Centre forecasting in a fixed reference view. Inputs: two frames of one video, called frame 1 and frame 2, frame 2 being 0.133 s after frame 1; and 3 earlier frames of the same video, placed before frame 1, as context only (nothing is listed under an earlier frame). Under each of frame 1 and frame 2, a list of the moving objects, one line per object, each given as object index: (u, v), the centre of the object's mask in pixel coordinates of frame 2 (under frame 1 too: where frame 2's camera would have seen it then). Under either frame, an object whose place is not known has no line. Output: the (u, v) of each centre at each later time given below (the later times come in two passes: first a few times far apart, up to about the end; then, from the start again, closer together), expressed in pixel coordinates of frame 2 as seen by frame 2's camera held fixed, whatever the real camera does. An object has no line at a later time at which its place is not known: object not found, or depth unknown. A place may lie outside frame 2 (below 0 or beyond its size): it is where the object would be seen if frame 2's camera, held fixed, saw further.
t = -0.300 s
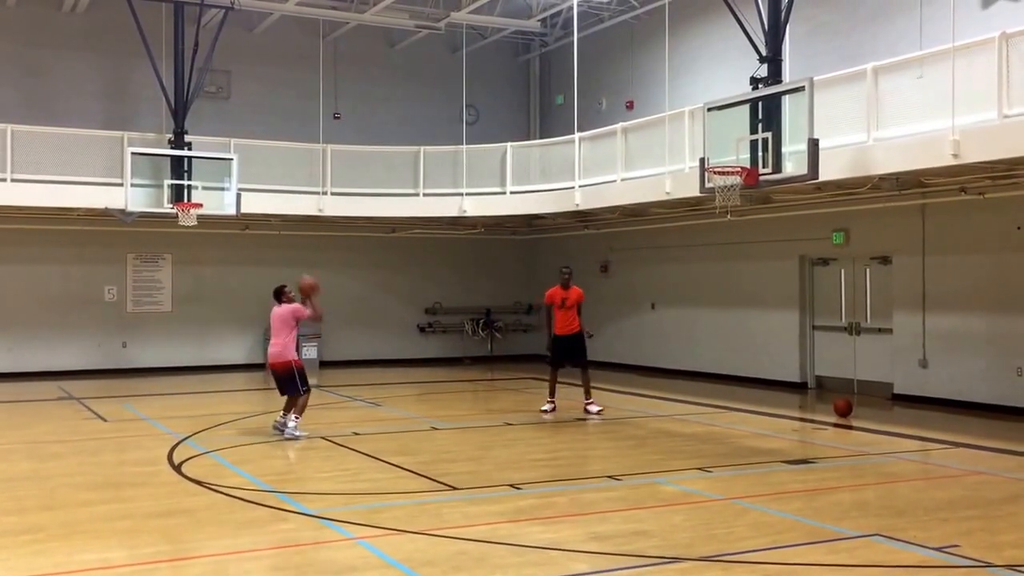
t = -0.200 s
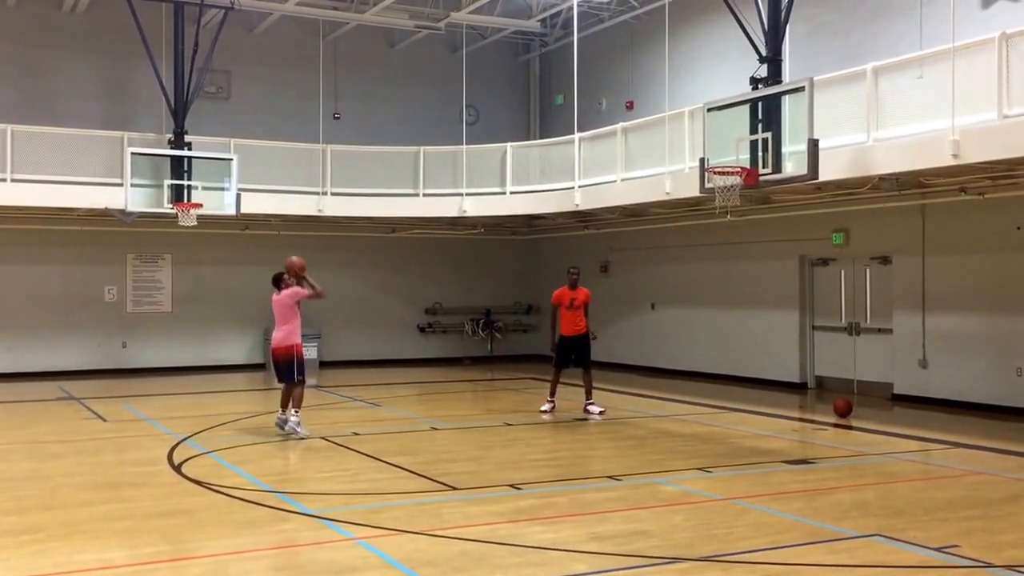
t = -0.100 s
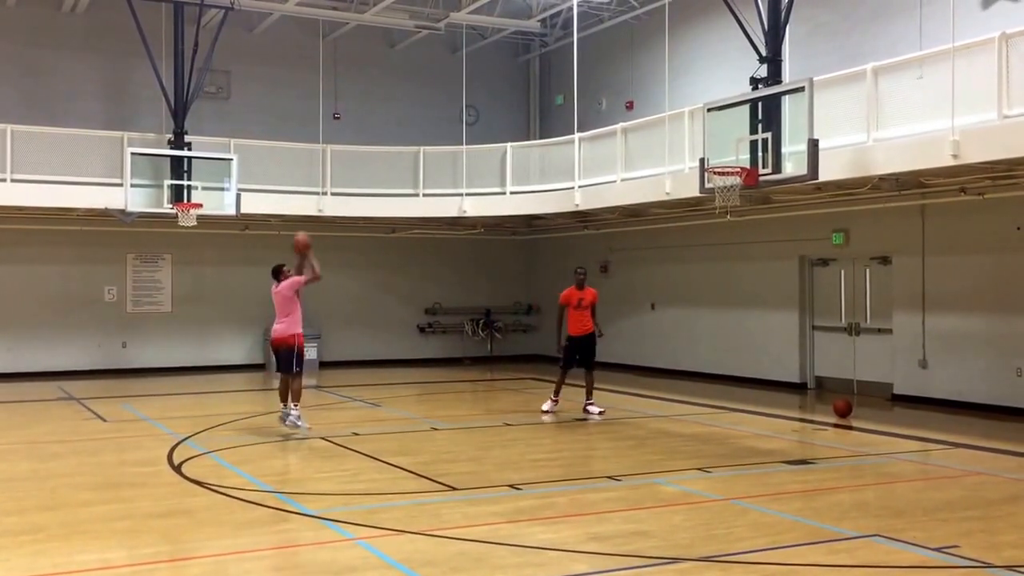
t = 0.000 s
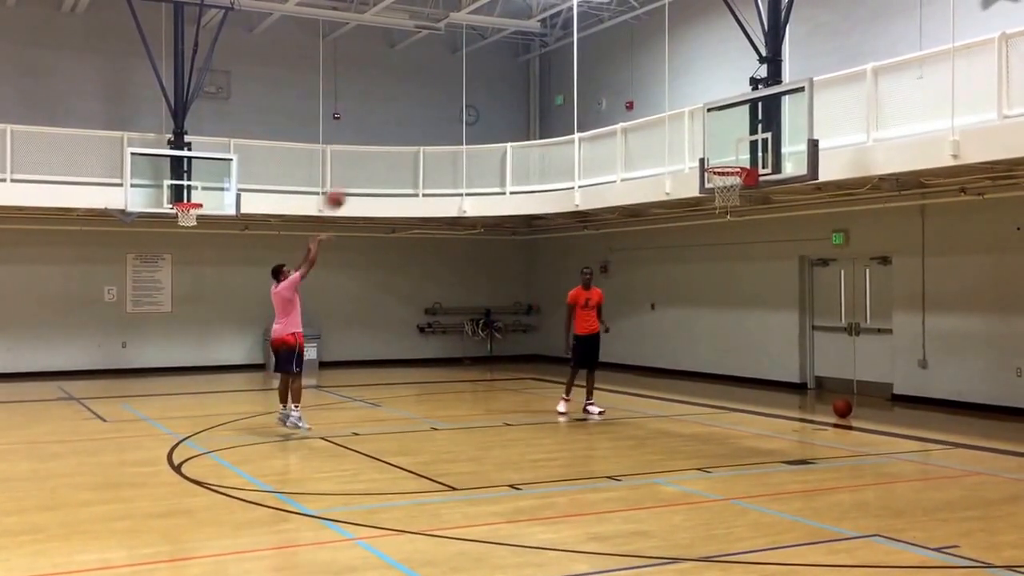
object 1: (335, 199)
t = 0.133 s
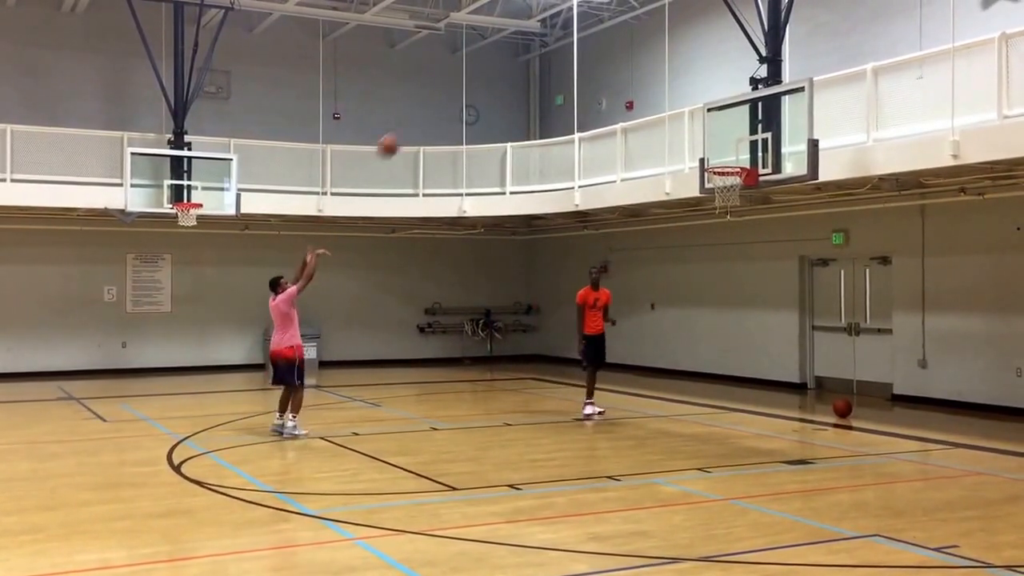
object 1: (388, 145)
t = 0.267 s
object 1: (441, 108)
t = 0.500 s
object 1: (532, 78)
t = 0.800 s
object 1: (648, 109)
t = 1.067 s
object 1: (744, 191)
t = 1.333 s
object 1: (771, 242)
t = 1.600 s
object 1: (799, 356)
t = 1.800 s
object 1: (807, 395)
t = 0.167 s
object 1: (402, 134)
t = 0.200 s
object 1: (414, 125)
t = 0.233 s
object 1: (428, 116)
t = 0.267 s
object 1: (441, 108)
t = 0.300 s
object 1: (453, 101)
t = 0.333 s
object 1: (467, 94)
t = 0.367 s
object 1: (481, 90)
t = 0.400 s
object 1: (493, 85)
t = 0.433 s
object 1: (506, 82)
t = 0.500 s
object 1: (532, 78)
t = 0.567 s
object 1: (557, 78)
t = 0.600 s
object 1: (571, 80)
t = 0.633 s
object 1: (585, 82)
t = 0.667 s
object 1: (597, 86)
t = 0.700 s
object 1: (609, 89)
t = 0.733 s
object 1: (624, 96)
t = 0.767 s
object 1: (635, 101)
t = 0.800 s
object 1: (648, 109)
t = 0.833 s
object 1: (661, 117)
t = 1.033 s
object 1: (738, 182)
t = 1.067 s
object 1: (744, 191)
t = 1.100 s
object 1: (748, 192)
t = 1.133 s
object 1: (751, 198)
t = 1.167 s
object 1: (753, 201)
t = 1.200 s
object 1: (758, 208)
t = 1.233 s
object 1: (761, 216)
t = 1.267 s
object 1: (765, 225)
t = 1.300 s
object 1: (768, 233)
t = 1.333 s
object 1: (771, 242)
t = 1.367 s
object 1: (775, 253)
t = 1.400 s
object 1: (778, 265)
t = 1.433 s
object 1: (781, 277)
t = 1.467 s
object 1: (785, 290)
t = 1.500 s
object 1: (789, 305)
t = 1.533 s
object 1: (792, 322)
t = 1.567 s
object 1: (795, 338)
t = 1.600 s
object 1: (799, 356)
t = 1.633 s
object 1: (801, 372)
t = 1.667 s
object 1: (806, 393)
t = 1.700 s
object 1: (810, 410)
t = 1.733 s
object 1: (811, 420)
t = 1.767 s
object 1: (809, 406)
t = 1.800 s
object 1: (807, 395)
